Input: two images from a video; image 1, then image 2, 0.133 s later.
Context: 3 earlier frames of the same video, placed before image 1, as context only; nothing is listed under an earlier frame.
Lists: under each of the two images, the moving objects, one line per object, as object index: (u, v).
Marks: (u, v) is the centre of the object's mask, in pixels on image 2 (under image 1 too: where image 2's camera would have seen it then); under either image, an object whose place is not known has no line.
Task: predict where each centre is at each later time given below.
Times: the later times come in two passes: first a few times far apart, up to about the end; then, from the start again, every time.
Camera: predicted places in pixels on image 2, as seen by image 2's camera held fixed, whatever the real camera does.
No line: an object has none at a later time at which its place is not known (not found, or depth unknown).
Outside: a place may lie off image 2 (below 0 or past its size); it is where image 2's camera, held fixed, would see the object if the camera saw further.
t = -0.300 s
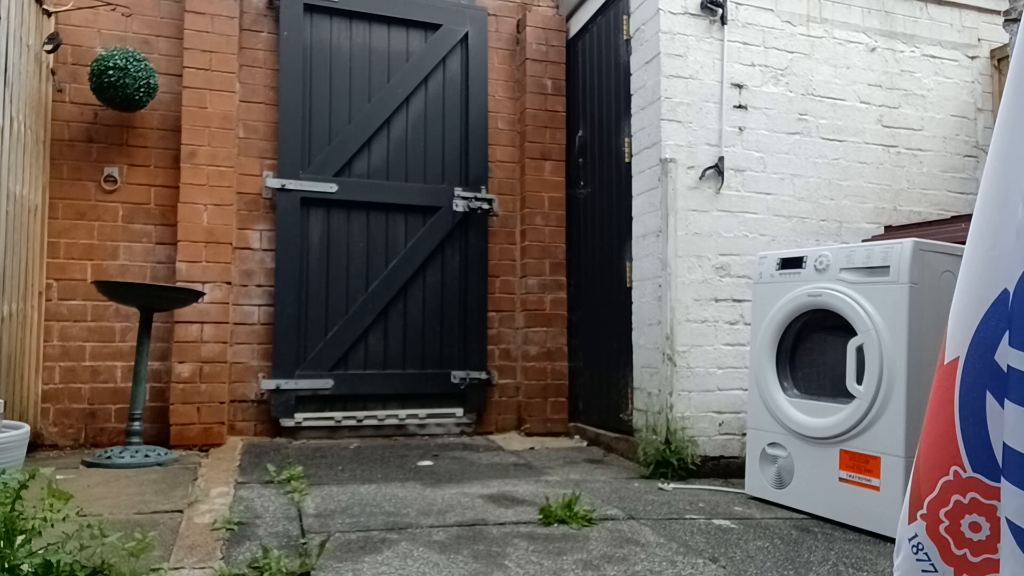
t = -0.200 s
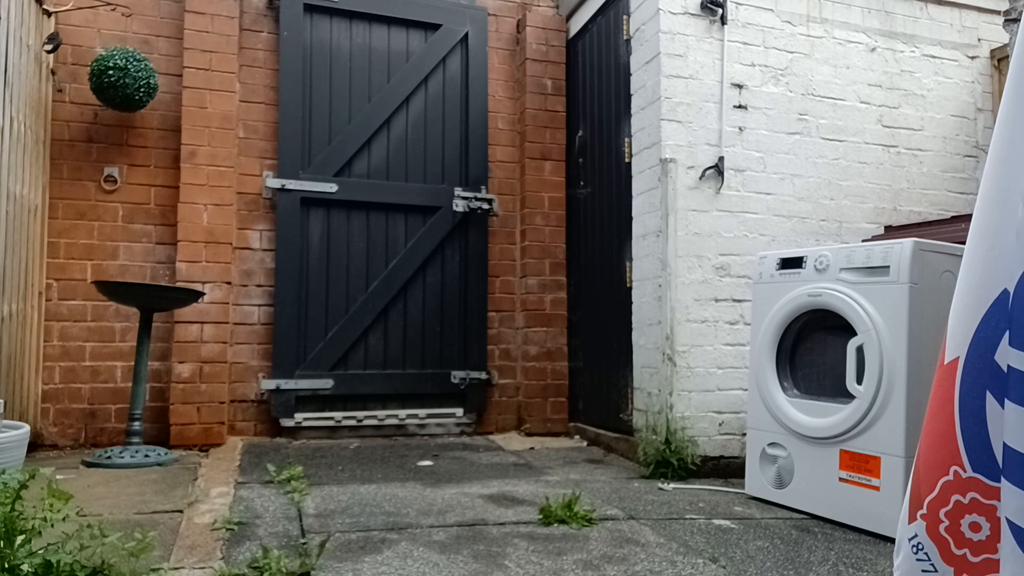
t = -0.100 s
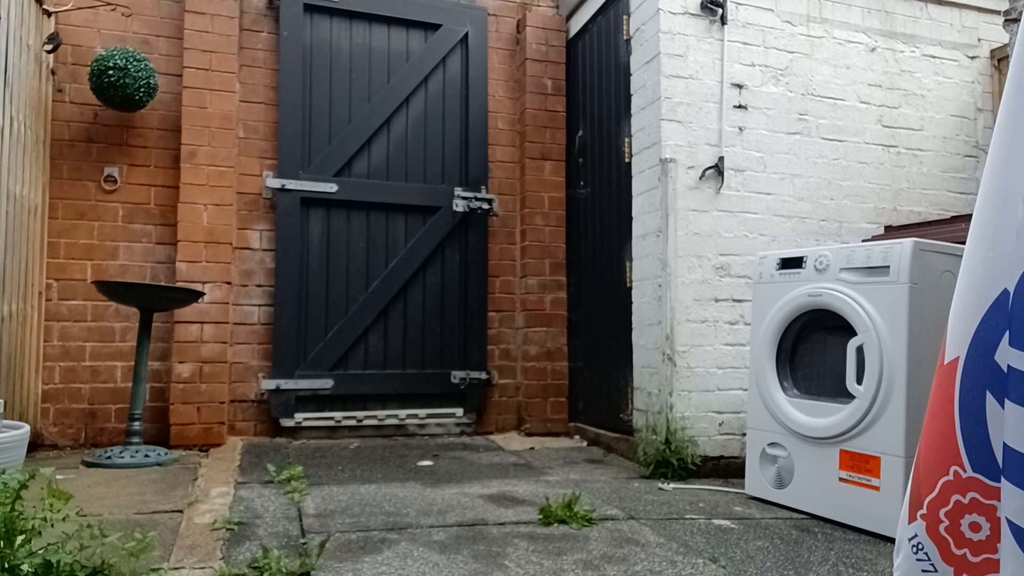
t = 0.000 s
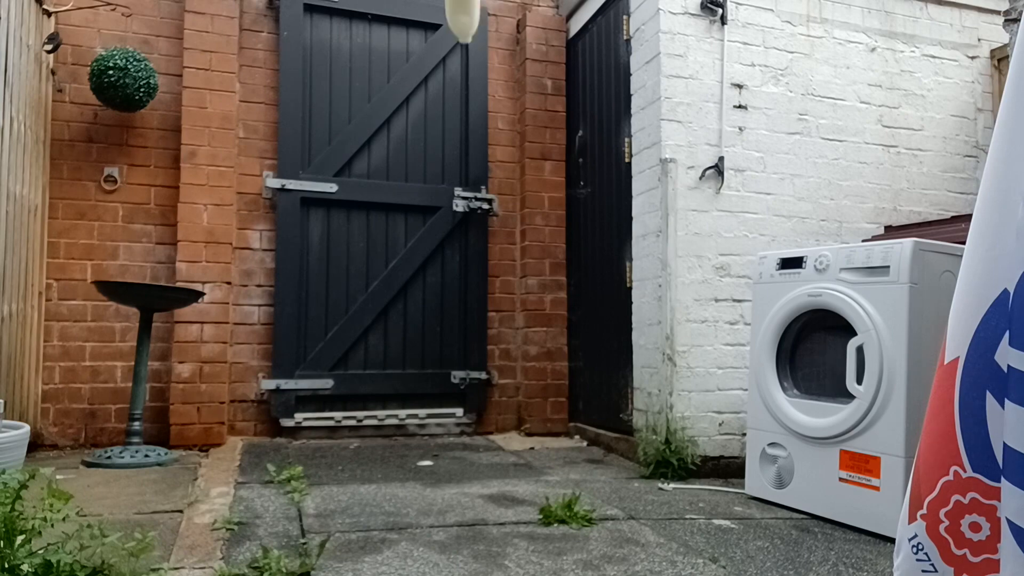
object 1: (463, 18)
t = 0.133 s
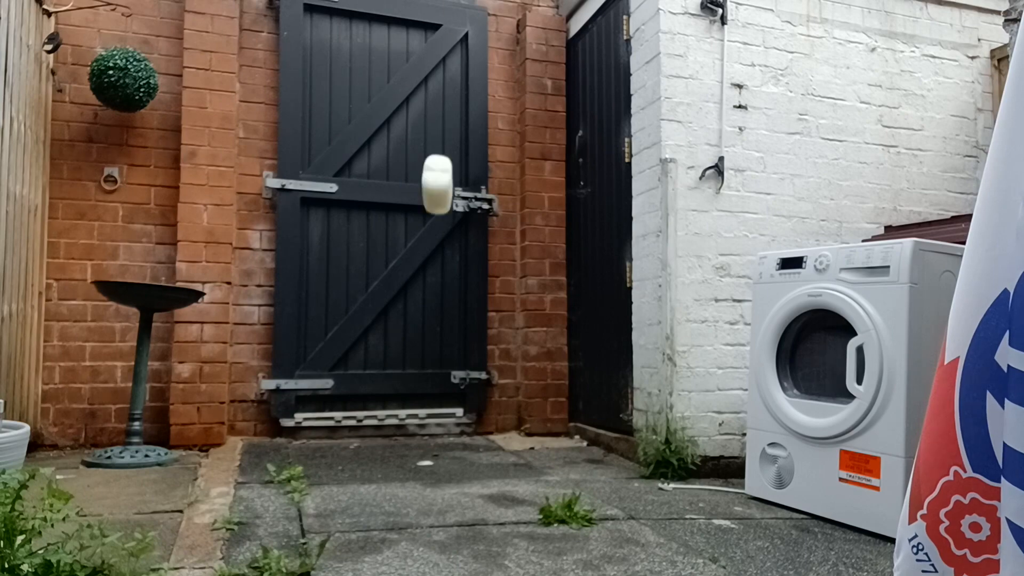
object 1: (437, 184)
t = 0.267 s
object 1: (418, 386)
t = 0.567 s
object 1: (420, 434)
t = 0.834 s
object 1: (422, 437)
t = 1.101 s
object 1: (421, 435)
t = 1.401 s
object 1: (421, 435)
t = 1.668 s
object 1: (421, 435)
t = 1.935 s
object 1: (421, 435)
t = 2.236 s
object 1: (421, 435)
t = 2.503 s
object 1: (421, 435)
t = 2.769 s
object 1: (420, 435)
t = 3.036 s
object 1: (420, 435)
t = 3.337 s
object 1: (420, 435)
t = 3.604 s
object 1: (420, 435)
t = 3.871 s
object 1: (420, 435)
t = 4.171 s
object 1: (421, 435)
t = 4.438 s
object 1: (420, 435)
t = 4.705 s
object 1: (421, 435)
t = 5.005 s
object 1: (421, 435)
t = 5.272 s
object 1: (421, 435)
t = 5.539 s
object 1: (421, 435)
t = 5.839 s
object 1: (421, 435)
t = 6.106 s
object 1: (421, 435)
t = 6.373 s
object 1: (421, 435)
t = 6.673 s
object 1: (421, 435)
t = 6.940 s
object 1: (421, 435)
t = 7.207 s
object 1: (421, 435)
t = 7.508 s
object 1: (421, 435)
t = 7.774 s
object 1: (421, 435)
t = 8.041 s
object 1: (421, 435)
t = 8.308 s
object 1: (421, 435)
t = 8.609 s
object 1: (421, 435)
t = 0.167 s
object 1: (432, 234)
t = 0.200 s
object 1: (427, 283)
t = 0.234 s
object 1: (422, 336)
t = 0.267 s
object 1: (418, 386)
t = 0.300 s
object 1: (413, 434)
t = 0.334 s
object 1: (417, 438)
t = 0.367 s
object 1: (413, 442)
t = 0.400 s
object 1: (419, 436)
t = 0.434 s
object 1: (426, 428)
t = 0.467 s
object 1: (419, 434)
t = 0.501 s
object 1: (419, 436)
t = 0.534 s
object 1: (419, 434)
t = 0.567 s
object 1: (420, 434)
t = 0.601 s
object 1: (422, 436)
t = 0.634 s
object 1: (422, 435)
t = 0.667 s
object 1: (422, 435)
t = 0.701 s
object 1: (421, 435)
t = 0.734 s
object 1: (422, 436)
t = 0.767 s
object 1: (421, 436)
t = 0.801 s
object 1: (422, 436)
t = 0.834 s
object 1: (422, 437)
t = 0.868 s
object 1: (421, 435)
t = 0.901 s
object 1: (421, 436)
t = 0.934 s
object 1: (421, 435)
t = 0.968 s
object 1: (421, 436)
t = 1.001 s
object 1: (421, 436)
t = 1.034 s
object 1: (421, 436)
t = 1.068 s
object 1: (421, 435)
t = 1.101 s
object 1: (421, 435)
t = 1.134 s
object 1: (421, 435)
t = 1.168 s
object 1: (421, 435)
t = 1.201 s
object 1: (421, 435)
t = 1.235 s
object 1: (421, 435)
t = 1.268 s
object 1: (421, 435)
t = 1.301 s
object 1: (421, 435)
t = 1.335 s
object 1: (421, 435)
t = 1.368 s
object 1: (421, 435)
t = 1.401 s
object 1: (421, 435)
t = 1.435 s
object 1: (421, 435)
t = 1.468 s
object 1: (421, 435)
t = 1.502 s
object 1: (421, 435)
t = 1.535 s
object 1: (421, 435)
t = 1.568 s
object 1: (421, 435)
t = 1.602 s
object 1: (421, 435)
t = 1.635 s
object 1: (421, 435)
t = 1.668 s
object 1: (421, 435)
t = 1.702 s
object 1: (421, 435)
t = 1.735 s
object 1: (421, 435)
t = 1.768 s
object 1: (421, 435)
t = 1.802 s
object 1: (421, 434)
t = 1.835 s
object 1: (421, 435)
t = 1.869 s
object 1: (421, 434)
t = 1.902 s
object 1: (421, 434)
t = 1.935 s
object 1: (421, 435)
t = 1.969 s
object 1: (421, 434)
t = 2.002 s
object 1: (421, 434)
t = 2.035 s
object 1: (421, 434)
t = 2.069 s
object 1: (421, 435)
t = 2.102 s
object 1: (421, 434)
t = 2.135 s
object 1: (421, 435)
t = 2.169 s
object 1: (421, 434)
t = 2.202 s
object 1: (421, 434)
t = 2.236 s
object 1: (421, 435)
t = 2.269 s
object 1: (421, 435)
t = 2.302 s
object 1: (421, 435)
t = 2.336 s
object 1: (421, 435)
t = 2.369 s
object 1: (421, 435)
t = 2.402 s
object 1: (421, 435)
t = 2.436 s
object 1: (421, 435)
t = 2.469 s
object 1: (421, 435)
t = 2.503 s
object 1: (421, 435)
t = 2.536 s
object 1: (421, 435)
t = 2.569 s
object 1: (421, 435)
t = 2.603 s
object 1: (421, 435)
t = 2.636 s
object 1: (421, 435)
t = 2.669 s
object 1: (421, 435)
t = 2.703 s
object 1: (420, 435)
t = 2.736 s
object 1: (420, 435)
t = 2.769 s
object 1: (420, 435)
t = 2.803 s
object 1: (420, 435)
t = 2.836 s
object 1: (420, 435)
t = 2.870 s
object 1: (420, 435)
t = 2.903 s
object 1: (421, 435)
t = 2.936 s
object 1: (420, 435)
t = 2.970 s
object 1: (420, 435)
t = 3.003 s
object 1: (421, 435)
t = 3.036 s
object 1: (420, 435)
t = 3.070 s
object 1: (420, 435)
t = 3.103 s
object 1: (420, 435)
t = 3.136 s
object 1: (421, 435)
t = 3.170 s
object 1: (420, 435)
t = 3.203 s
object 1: (420, 435)
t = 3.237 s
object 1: (420, 435)
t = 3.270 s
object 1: (420, 435)
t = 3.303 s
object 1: (420, 435)
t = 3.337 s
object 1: (420, 435)
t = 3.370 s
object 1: (420, 435)
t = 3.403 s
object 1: (420, 435)
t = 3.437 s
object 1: (420, 435)
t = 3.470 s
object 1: (420, 435)
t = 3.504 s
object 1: (420, 435)
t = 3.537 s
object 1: (421, 435)
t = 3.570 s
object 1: (420, 435)
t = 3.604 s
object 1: (420, 435)
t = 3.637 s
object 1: (420, 435)
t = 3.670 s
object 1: (420, 435)
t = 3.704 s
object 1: (421, 435)
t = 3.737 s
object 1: (421, 435)
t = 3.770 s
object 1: (420, 435)
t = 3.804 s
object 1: (420, 435)
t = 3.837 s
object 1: (420, 435)
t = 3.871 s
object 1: (420, 435)
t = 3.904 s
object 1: (420, 435)
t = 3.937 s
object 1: (421, 435)
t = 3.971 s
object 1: (421, 435)
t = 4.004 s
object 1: (420, 435)
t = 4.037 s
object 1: (421, 435)
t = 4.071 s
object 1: (420, 435)
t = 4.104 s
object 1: (420, 435)
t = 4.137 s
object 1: (420, 435)
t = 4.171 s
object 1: (421, 435)
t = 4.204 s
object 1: (421, 435)
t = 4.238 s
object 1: (421, 435)
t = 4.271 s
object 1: (421, 435)
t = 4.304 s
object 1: (421, 435)
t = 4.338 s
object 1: (421, 435)
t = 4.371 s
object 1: (421, 435)
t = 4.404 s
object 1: (420, 435)
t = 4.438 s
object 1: (420, 435)
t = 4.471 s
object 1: (420, 435)
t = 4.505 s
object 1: (420, 435)
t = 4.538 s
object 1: (421, 435)
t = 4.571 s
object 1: (421, 435)
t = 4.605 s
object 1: (421, 435)
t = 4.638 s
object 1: (421, 435)
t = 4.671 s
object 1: (421, 435)
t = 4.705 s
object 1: (421, 435)
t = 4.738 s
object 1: (421, 435)
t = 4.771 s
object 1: (421, 435)
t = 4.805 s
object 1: (421, 435)
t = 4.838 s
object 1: (421, 435)
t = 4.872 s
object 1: (421, 435)
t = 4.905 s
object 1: (421, 435)
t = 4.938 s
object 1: (421, 435)
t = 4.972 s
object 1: (421, 435)
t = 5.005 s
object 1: (421, 435)
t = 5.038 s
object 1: (421, 435)
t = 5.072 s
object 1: (421, 435)
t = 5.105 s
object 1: (421, 435)
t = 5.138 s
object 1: (421, 435)
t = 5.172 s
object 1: (421, 435)
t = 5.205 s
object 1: (421, 435)
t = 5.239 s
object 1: (421, 435)
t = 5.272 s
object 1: (421, 435)
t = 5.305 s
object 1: (421, 435)
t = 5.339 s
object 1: (421, 435)
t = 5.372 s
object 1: (421, 435)
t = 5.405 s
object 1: (421, 435)
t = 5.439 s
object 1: (421, 435)
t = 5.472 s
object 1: (421, 435)
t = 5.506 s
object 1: (421, 435)
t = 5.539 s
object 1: (421, 435)
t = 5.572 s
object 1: (421, 435)
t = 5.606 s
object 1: (421, 435)
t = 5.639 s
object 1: (421, 435)
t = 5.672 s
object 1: (421, 435)
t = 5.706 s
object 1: (421, 435)
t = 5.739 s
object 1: (421, 435)
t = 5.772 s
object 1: (421, 435)
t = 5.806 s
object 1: (421, 435)
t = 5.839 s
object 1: (421, 435)
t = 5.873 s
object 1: (421, 435)
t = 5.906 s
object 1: (421, 435)
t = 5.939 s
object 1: (421, 435)
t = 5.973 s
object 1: (421, 435)
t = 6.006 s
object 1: (421, 435)
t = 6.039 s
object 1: (421, 435)
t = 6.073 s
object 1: (421, 435)
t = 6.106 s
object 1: (421, 435)
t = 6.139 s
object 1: (421, 435)
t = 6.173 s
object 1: (421, 435)
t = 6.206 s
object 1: (421, 435)
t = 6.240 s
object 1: (421, 435)
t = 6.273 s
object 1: (421, 435)
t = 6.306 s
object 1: (421, 435)
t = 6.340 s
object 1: (421, 435)
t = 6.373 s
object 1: (421, 435)
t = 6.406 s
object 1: (421, 435)
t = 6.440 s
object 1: (421, 435)
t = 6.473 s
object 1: (421, 435)
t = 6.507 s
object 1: (421, 435)
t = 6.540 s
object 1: (421, 435)
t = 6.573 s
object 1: (421, 435)
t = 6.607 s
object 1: (421, 435)
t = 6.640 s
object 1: (421, 435)
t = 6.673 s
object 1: (421, 435)
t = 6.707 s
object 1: (421, 435)
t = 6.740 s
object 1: (421, 435)
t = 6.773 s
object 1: (421, 435)
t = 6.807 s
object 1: (421, 435)
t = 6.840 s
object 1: (421, 435)
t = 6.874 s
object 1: (421, 435)
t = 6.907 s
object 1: (421, 435)
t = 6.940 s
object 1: (421, 435)
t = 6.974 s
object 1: (421, 435)
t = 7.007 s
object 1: (421, 435)
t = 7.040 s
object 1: (421, 435)
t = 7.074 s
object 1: (421, 435)
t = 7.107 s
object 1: (421, 435)
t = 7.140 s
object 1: (421, 435)
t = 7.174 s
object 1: (421, 435)
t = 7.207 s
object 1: (421, 435)
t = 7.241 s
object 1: (421, 435)
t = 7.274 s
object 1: (421, 435)
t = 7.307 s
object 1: (421, 435)
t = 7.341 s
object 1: (421, 435)
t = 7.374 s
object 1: (421, 435)
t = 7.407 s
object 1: (421, 435)
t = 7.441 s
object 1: (421, 435)
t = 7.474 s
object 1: (421, 435)
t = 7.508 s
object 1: (421, 435)
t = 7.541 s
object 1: (421, 435)
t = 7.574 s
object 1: (421, 435)
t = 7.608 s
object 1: (421, 435)
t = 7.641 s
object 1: (421, 435)
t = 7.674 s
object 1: (421, 435)
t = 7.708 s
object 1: (421, 435)
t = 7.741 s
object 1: (421, 435)
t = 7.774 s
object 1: (421, 435)
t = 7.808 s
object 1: (421, 435)
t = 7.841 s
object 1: (421, 435)
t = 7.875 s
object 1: (421, 435)
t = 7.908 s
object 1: (421, 435)
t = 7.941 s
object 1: (421, 435)
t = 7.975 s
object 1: (421, 435)
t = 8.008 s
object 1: (421, 435)
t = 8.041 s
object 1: (421, 435)
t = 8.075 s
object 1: (421, 435)
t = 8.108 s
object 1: (421, 435)
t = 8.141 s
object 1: (421, 435)
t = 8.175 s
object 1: (421, 435)
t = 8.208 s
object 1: (421, 435)
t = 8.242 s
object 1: (421, 435)
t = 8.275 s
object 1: (421, 435)
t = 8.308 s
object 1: (421, 435)
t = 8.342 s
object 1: (421, 435)
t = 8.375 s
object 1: (421, 435)
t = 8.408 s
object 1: (421, 435)
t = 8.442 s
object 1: (421, 435)
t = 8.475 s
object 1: (421, 435)
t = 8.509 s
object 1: (421, 435)
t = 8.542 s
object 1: (421, 435)
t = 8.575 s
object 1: (421, 435)
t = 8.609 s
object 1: (421, 435)
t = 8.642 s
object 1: (421, 435)
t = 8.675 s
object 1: (421, 435)
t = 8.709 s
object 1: (421, 435)
